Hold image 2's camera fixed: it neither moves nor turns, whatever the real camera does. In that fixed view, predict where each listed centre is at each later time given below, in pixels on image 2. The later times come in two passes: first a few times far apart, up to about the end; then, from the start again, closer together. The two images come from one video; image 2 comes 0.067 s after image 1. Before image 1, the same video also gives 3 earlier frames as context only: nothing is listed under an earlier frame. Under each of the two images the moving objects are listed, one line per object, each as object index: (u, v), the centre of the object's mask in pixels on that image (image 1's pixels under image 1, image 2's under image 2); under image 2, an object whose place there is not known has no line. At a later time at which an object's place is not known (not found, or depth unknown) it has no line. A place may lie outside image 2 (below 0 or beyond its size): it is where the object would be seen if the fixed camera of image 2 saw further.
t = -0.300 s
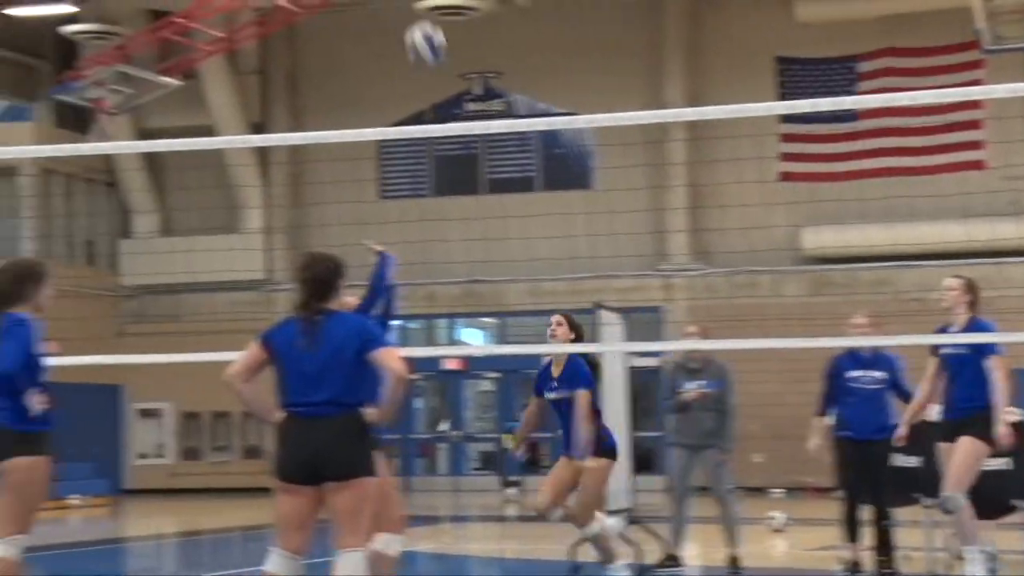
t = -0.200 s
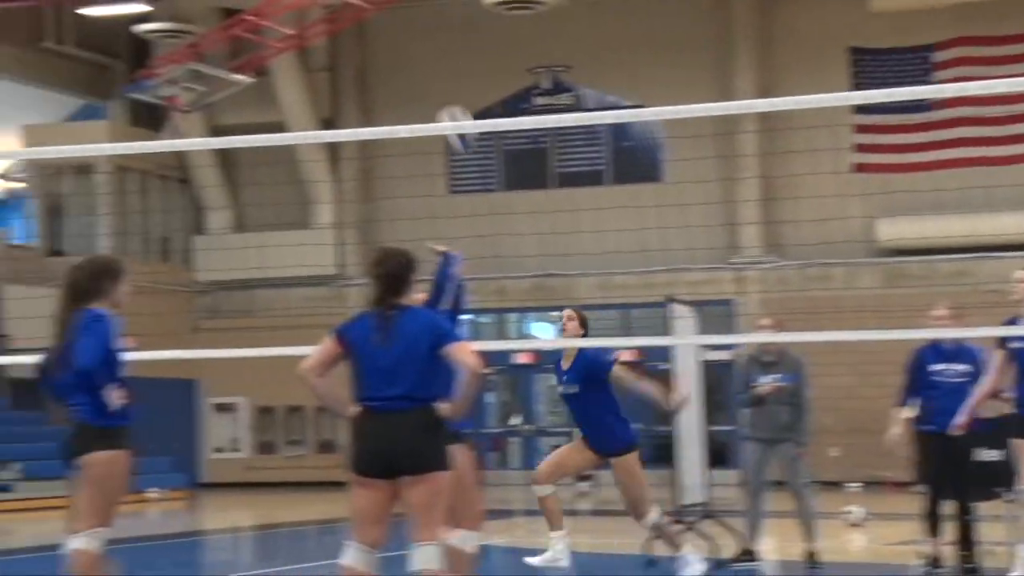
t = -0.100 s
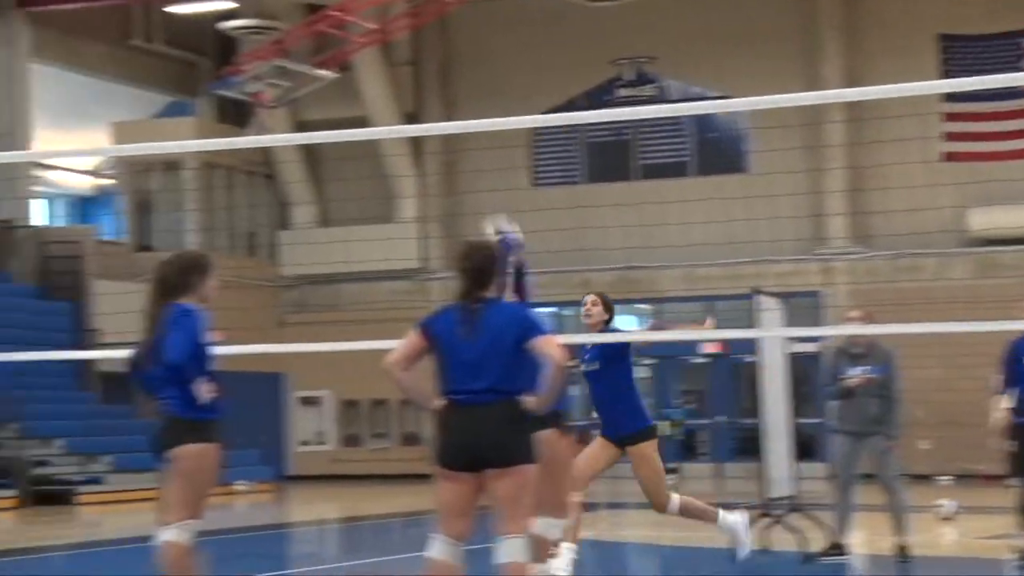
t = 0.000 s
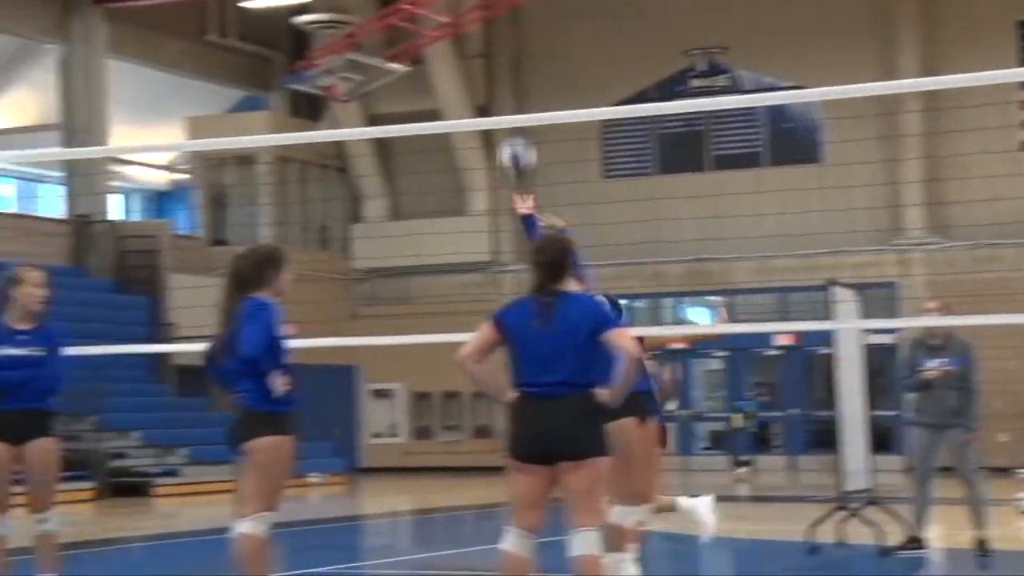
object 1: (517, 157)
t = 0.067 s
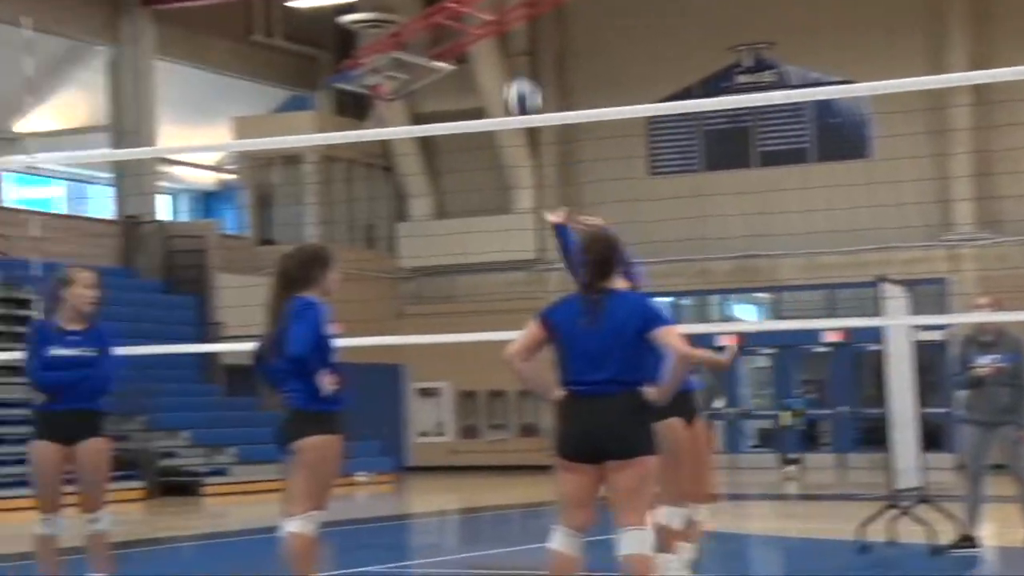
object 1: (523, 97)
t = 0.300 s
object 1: (385, -25)
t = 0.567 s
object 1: (246, -33)
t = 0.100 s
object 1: (502, 74)
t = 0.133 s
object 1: (480, 51)
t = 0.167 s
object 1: (461, 32)
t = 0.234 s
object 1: (422, -4)
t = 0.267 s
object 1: (403, -16)
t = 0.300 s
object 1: (385, -25)
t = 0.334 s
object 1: (367, -34)
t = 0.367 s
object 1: (349, -39)
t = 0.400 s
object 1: (332, -43)
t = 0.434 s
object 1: (314, -45)
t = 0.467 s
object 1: (296, -46)
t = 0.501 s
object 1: (279, -44)
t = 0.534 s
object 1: (262, -40)
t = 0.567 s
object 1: (246, -33)
